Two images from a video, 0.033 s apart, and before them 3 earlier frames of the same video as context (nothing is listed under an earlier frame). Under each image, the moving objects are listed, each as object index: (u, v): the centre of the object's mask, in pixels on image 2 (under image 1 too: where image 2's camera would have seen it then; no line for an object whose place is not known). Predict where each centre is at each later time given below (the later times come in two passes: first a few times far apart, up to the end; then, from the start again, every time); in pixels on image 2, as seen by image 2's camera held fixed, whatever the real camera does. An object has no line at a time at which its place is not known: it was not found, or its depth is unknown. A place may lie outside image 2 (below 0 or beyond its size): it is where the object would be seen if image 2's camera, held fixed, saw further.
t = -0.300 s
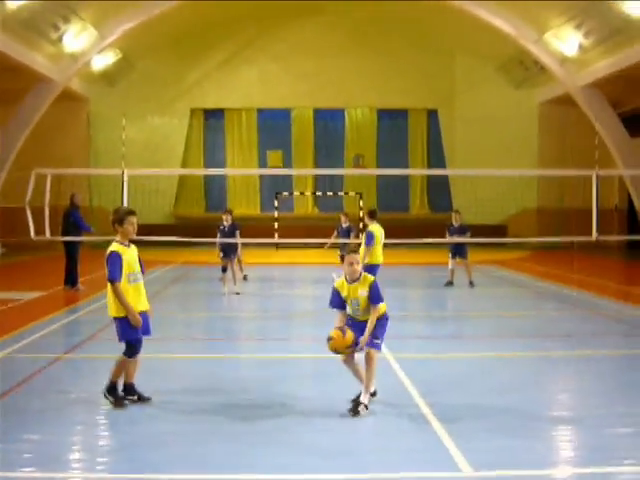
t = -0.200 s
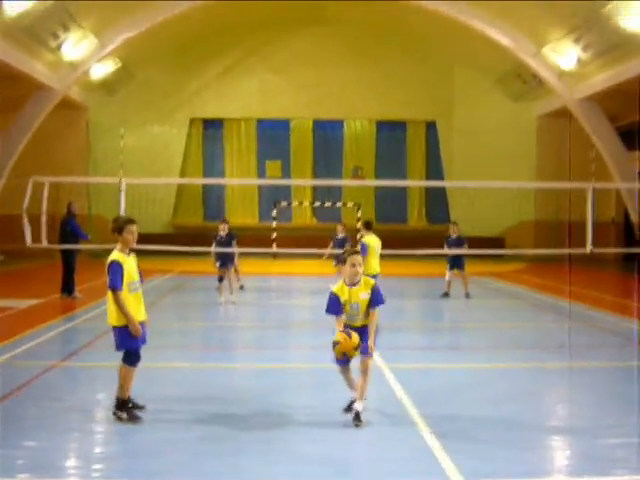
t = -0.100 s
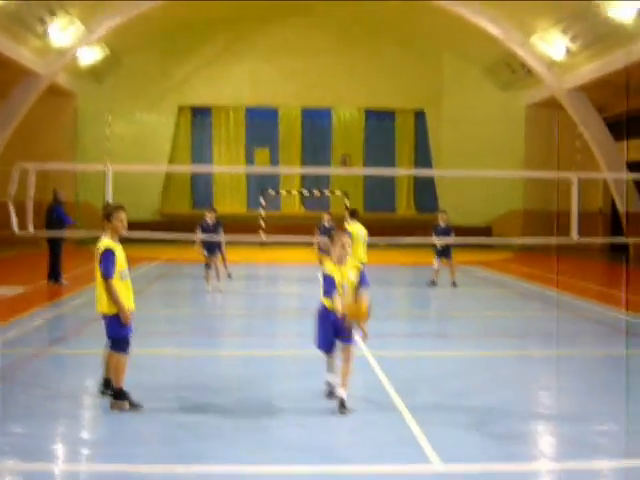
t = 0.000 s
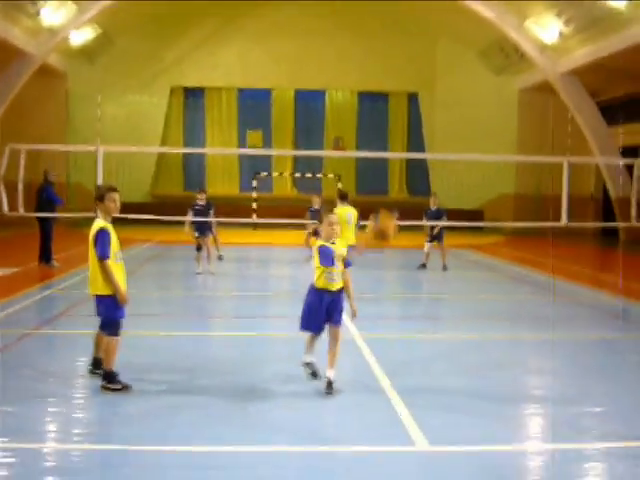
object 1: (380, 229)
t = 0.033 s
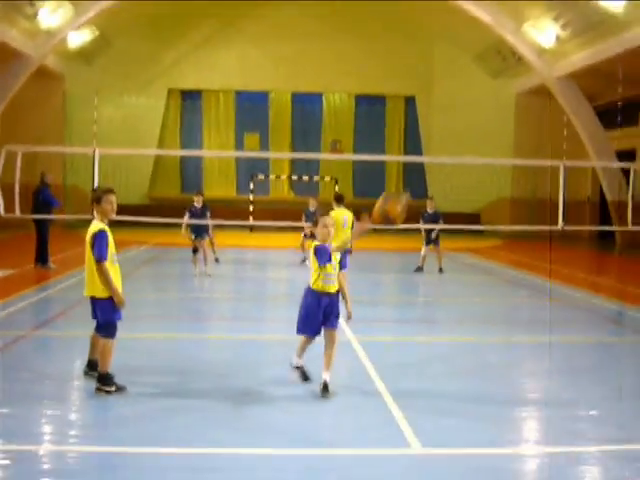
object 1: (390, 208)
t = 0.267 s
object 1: (481, 81)
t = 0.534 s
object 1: (593, 25)
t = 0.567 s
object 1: (609, 27)
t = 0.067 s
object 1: (407, 186)
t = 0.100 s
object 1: (416, 162)
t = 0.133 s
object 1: (429, 144)
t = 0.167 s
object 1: (444, 126)
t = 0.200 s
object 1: (457, 109)
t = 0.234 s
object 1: (469, 95)
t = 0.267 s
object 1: (481, 81)
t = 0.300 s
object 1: (495, 68)
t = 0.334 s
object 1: (507, 54)
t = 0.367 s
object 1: (518, 47)
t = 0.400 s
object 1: (532, 38)
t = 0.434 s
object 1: (548, 32)
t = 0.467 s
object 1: (563, 27)
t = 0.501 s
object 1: (578, 24)
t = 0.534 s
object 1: (593, 25)
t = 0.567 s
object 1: (609, 27)
